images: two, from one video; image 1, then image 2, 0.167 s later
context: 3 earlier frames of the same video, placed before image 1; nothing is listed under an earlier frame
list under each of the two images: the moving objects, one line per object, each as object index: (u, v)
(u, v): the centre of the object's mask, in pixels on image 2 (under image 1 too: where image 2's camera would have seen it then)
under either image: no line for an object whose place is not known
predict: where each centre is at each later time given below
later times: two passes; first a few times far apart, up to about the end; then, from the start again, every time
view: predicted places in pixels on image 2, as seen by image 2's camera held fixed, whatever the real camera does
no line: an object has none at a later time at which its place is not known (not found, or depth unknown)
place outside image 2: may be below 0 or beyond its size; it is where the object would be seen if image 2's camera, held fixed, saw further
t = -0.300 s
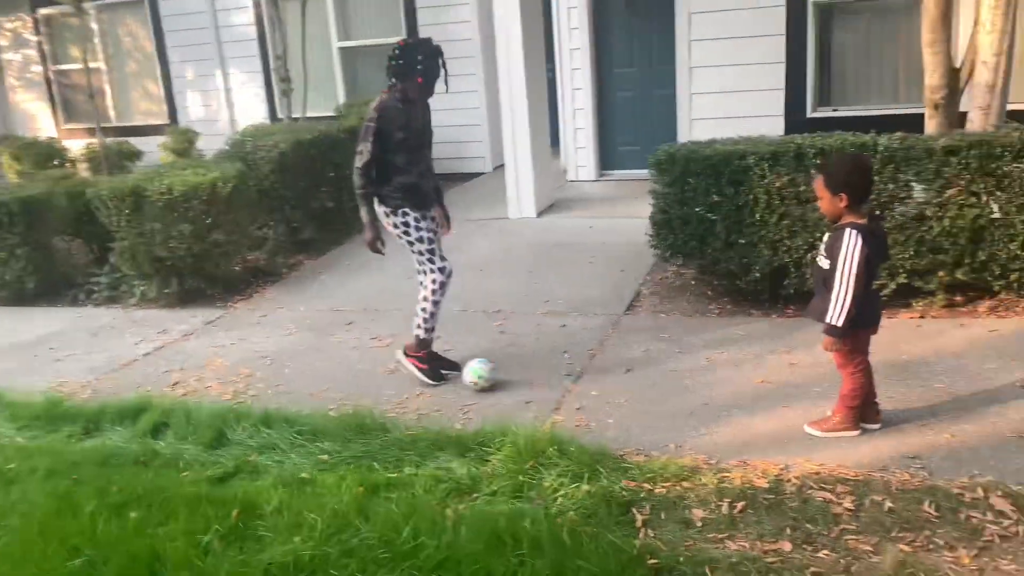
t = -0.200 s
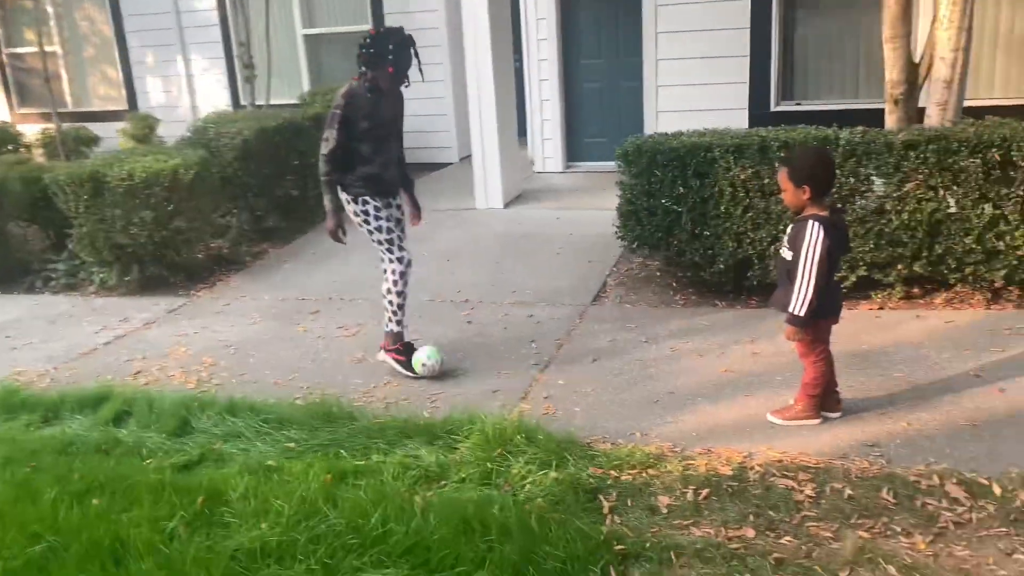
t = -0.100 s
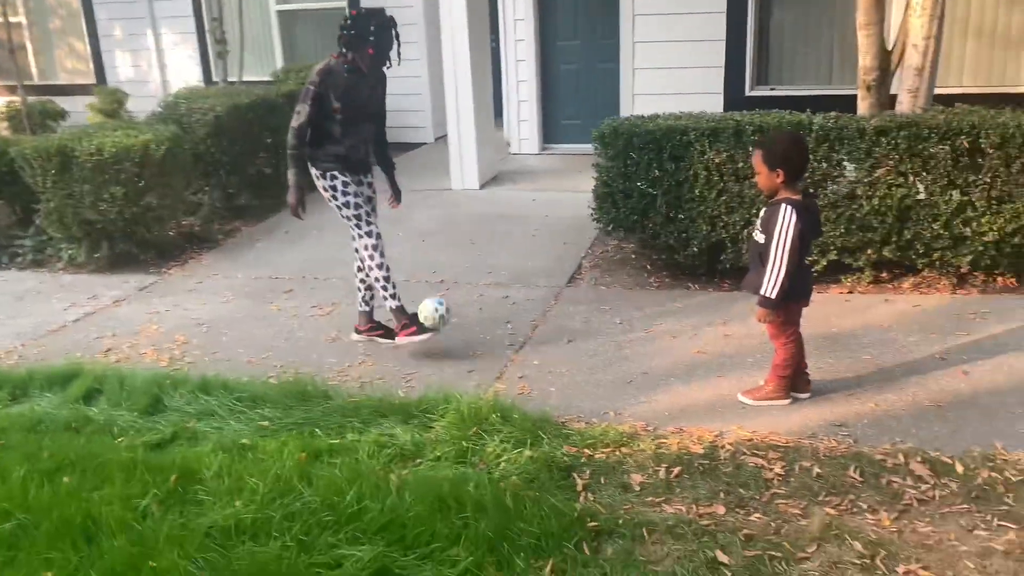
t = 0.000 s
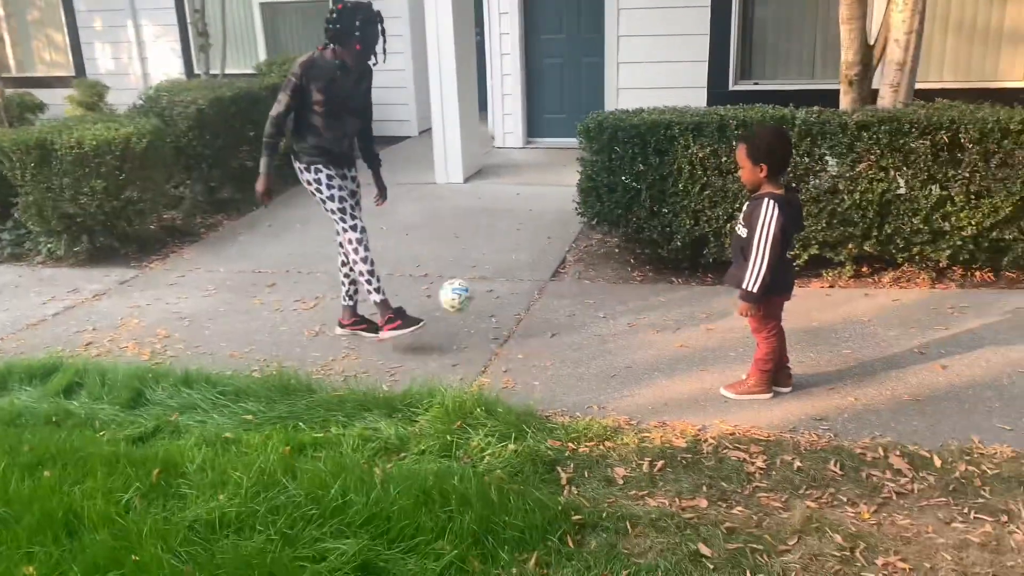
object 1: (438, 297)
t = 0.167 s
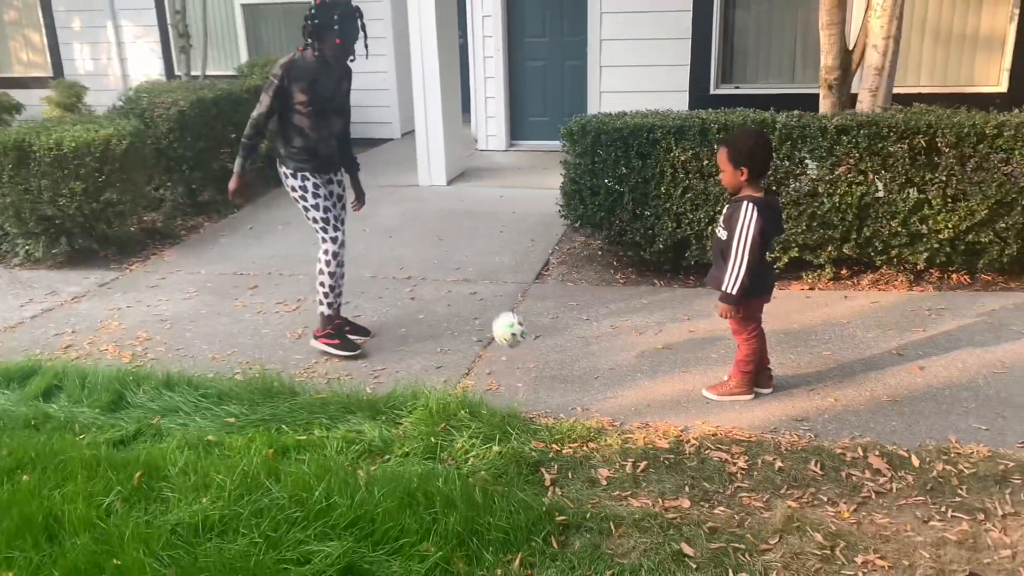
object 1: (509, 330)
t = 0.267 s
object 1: (553, 376)
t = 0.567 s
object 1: (616, 377)
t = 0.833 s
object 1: (672, 400)
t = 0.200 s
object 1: (524, 344)
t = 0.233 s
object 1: (539, 360)
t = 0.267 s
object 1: (553, 376)
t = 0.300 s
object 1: (560, 366)
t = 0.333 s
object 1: (566, 358)
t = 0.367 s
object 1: (573, 352)
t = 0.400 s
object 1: (580, 349)
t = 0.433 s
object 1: (587, 350)
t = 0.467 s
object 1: (594, 352)
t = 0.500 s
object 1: (601, 358)
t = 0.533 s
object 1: (609, 366)
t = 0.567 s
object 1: (616, 377)
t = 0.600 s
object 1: (624, 390)
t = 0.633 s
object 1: (632, 397)
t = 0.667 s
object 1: (638, 390)
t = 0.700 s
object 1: (644, 386)
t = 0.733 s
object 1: (652, 385)
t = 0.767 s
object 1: (658, 387)
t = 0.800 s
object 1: (666, 392)
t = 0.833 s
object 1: (672, 400)
